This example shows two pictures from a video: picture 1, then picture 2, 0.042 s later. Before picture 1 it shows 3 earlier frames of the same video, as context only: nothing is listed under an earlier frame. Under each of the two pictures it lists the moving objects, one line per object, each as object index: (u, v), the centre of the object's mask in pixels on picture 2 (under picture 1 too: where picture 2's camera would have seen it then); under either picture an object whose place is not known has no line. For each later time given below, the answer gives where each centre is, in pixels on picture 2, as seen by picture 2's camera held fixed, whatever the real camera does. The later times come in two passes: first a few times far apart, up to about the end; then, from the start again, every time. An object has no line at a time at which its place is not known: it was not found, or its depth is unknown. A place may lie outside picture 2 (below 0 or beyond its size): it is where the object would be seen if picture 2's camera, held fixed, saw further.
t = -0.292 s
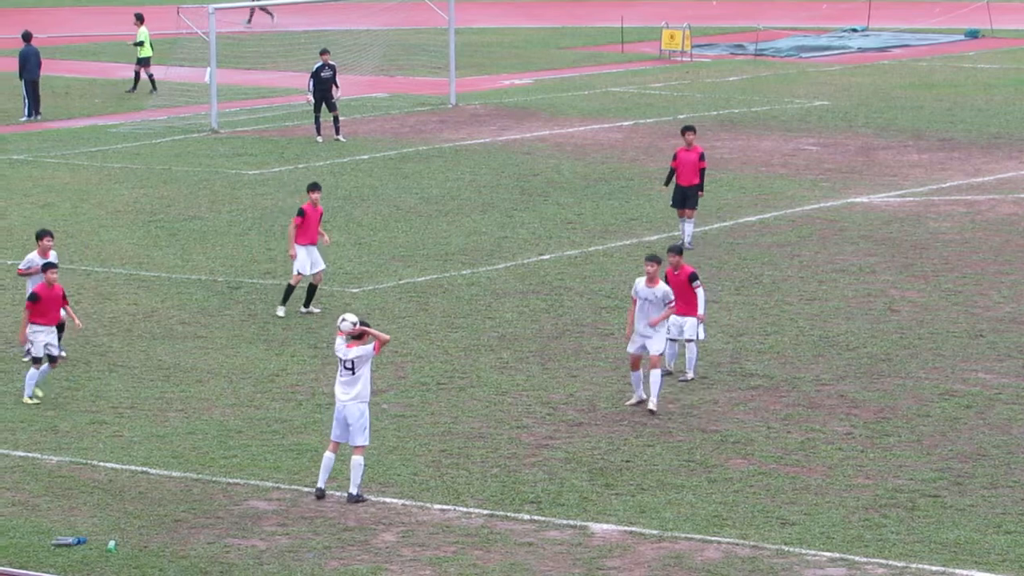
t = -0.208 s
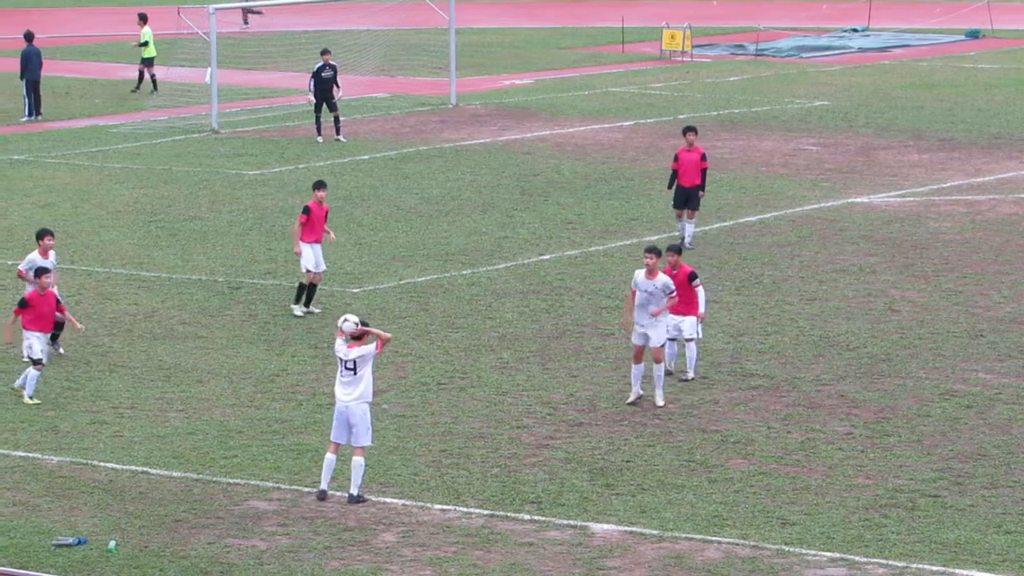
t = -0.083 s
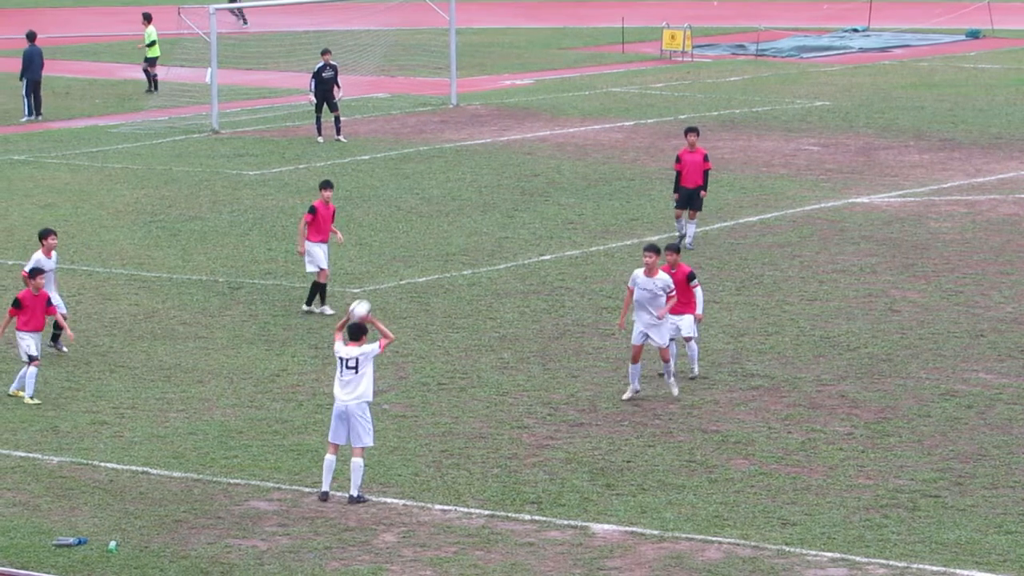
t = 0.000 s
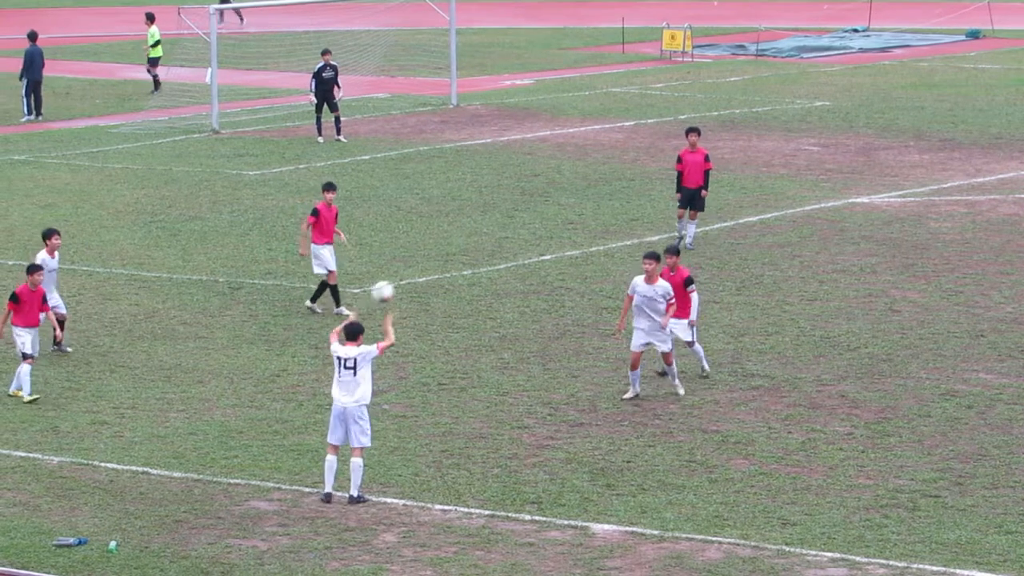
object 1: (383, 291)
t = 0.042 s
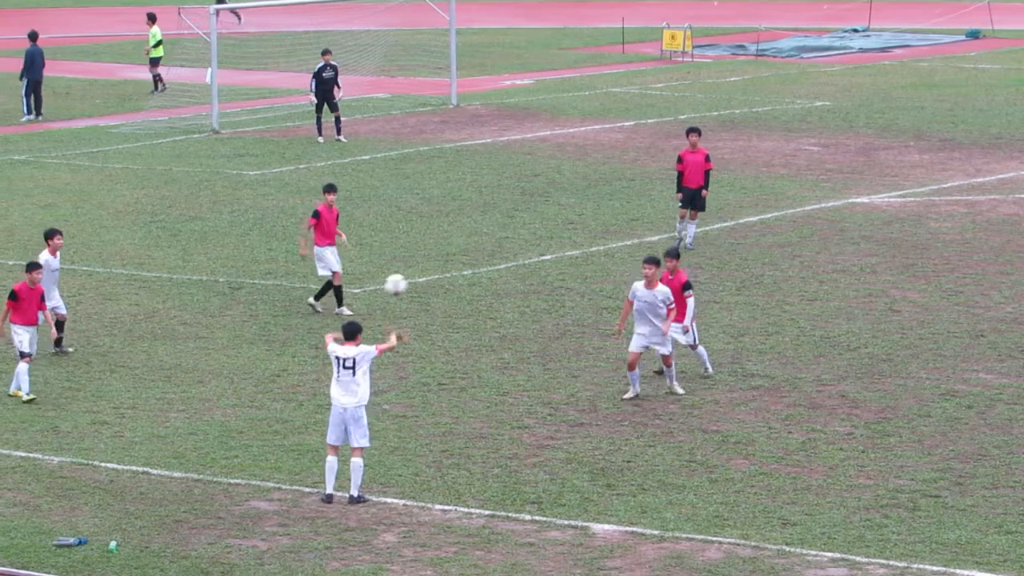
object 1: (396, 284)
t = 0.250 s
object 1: (454, 275)
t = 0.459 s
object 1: (509, 307)
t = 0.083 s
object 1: (407, 279)
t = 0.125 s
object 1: (419, 276)
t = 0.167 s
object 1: (431, 273)
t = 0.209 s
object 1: (443, 273)
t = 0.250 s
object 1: (454, 275)
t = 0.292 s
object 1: (466, 279)
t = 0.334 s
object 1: (477, 283)
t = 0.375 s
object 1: (489, 290)
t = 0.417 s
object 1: (498, 298)
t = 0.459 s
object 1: (509, 307)
